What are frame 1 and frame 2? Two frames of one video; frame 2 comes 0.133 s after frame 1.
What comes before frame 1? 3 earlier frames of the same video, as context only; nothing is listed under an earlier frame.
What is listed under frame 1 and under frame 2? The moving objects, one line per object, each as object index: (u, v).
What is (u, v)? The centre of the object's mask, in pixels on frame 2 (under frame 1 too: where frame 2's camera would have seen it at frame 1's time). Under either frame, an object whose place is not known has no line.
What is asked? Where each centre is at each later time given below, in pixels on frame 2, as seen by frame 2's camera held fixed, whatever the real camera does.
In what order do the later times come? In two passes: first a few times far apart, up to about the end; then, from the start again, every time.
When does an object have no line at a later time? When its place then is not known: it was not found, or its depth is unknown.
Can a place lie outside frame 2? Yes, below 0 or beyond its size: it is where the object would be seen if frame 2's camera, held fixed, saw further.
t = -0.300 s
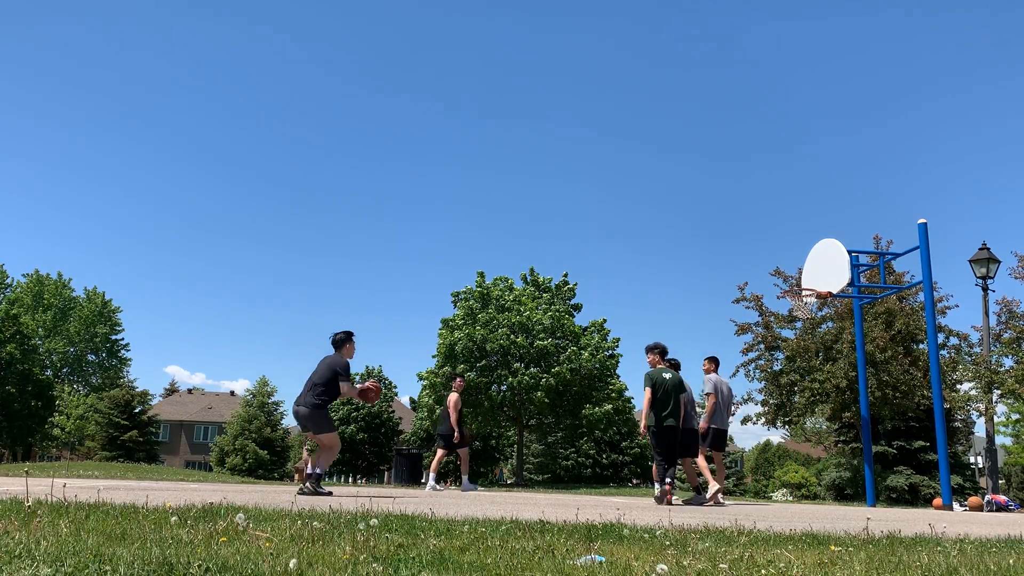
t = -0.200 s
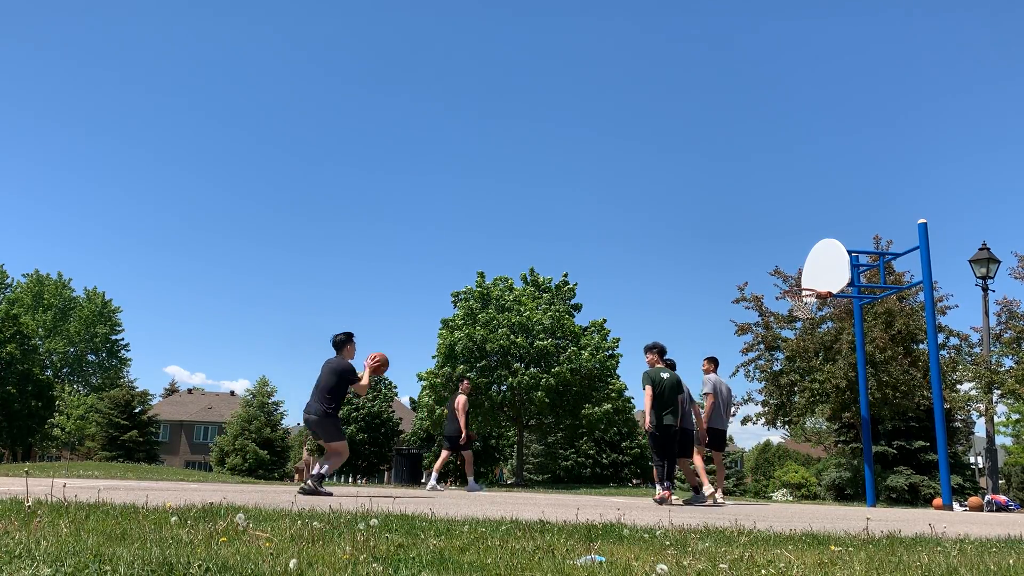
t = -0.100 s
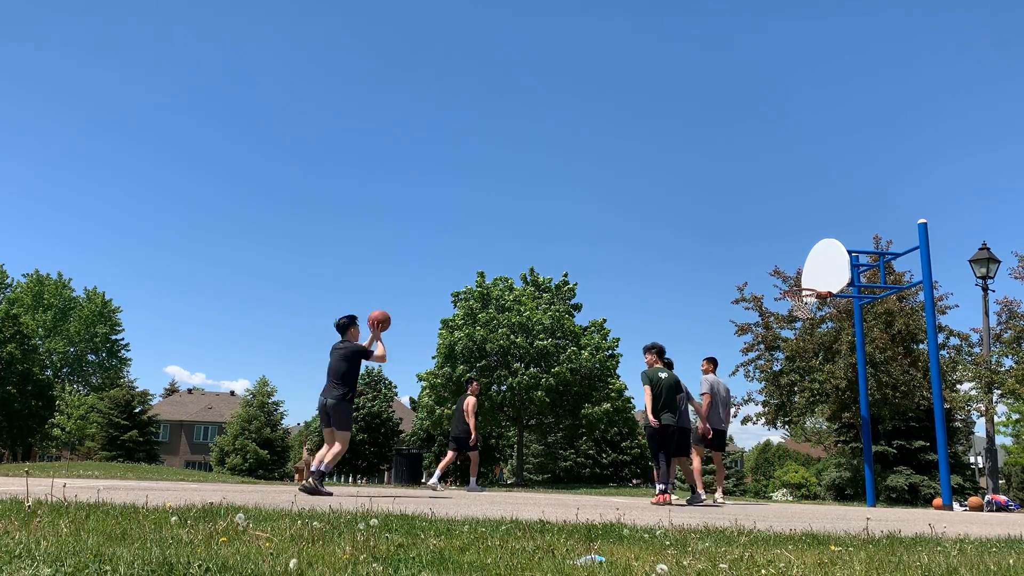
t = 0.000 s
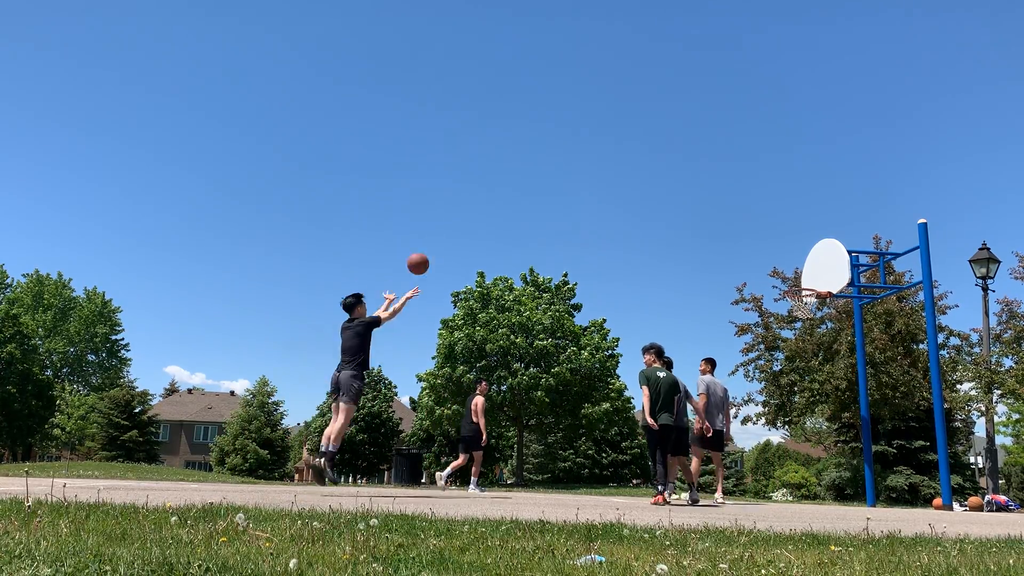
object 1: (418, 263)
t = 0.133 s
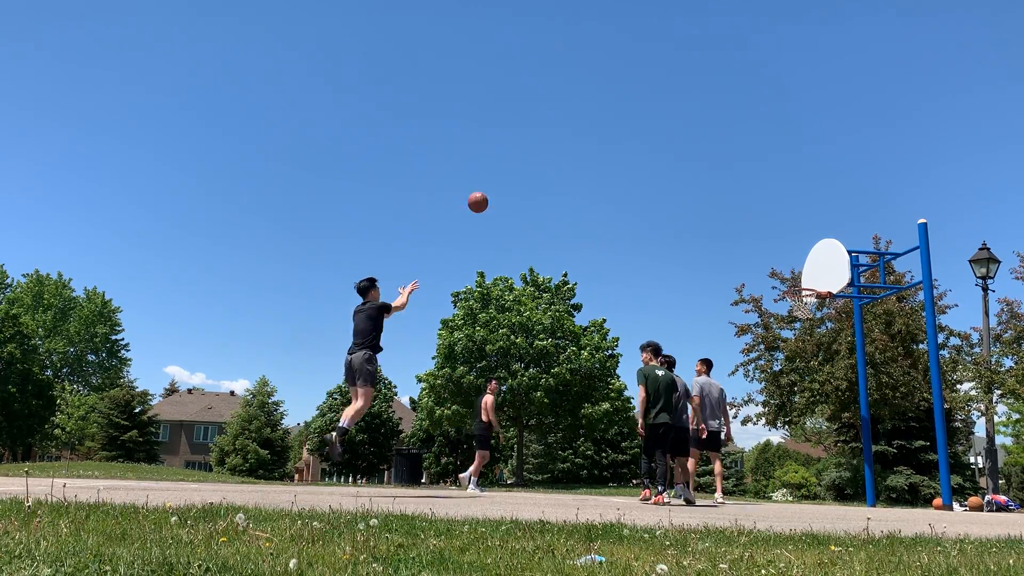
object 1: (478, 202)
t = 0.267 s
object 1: (529, 161)
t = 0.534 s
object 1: (618, 126)
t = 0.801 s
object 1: (692, 141)
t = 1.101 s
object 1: (765, 208)
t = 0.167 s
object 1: (491, 190)
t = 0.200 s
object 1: (504, 179)
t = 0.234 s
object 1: (517, 170)
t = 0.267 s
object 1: (529, 161)
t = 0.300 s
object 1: (541, 153)
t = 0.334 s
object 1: (553, 147)
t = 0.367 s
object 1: (564, 141)
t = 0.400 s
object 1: (576, 137)
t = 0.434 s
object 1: (586, 133)
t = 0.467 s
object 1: (597, 129)
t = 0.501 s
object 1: (608, 127)
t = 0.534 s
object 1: (618, 126)
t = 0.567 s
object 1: (627, 125)
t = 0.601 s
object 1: (637, 125)
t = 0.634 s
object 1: (647, 126)
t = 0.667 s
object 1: (656, 128)
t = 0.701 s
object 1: (665, 130)
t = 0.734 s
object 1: (674, 133)
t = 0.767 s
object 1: (683, 137)
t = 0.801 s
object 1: (692, 141)
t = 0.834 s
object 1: (700, 146)
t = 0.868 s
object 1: (709, 152)
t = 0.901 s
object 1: (717, 158)
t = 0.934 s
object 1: (725, 165)
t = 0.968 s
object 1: (733, 172)
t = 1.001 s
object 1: (741, 180)
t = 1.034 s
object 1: (750, 189)
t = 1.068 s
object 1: (758, 198)
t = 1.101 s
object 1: (765, 208)
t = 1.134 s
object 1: (773, 218)
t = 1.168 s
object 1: (781, 229)
